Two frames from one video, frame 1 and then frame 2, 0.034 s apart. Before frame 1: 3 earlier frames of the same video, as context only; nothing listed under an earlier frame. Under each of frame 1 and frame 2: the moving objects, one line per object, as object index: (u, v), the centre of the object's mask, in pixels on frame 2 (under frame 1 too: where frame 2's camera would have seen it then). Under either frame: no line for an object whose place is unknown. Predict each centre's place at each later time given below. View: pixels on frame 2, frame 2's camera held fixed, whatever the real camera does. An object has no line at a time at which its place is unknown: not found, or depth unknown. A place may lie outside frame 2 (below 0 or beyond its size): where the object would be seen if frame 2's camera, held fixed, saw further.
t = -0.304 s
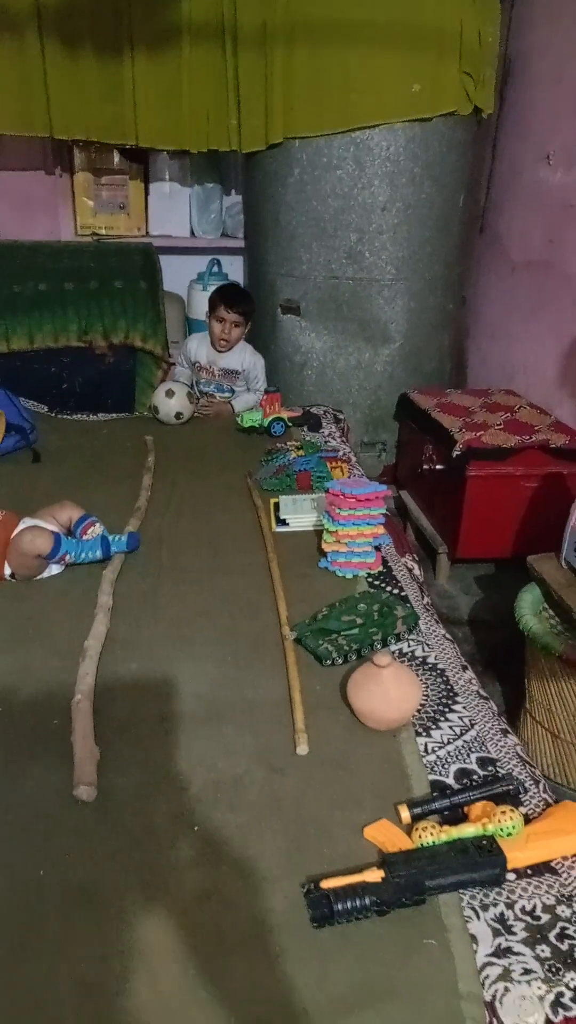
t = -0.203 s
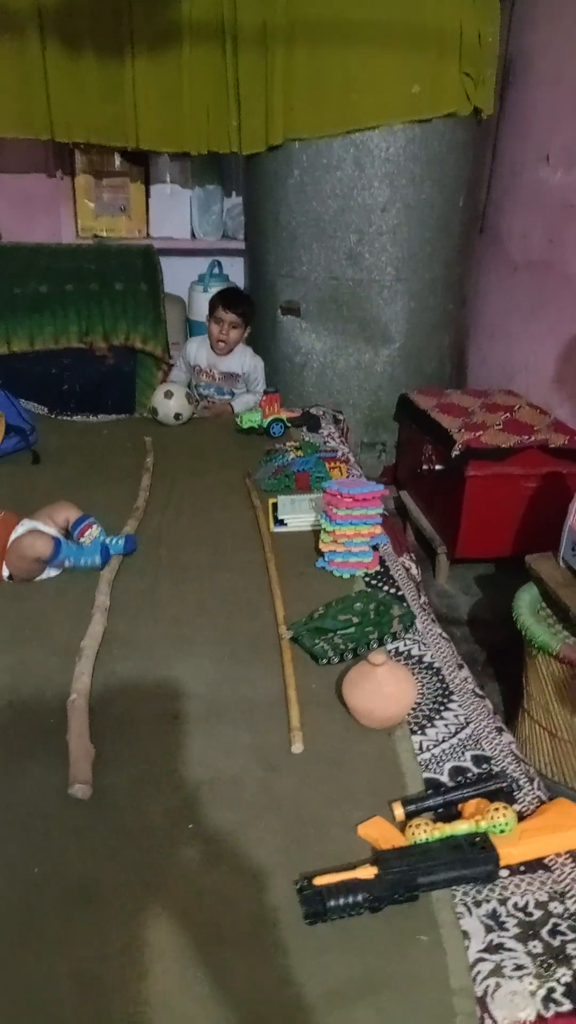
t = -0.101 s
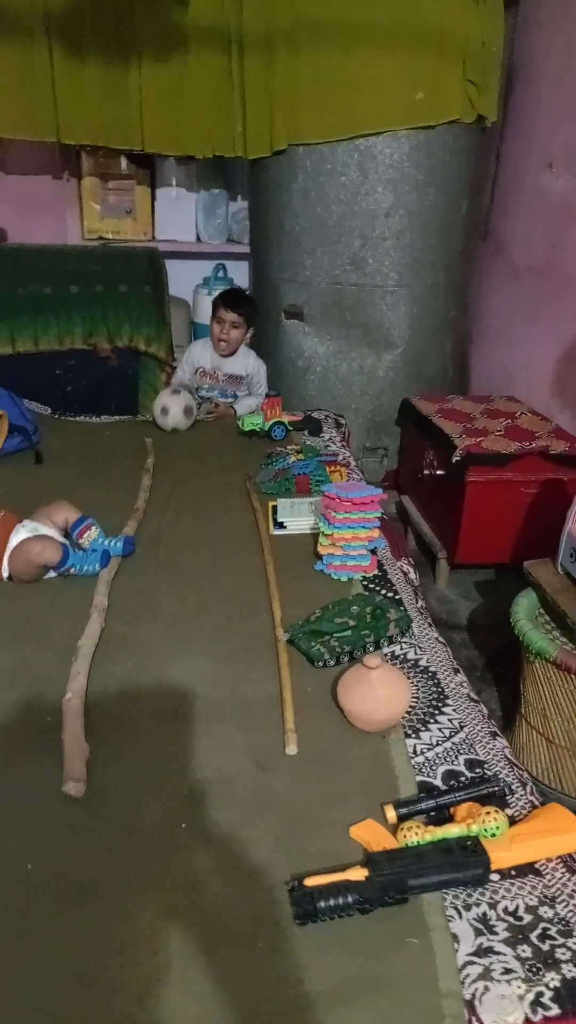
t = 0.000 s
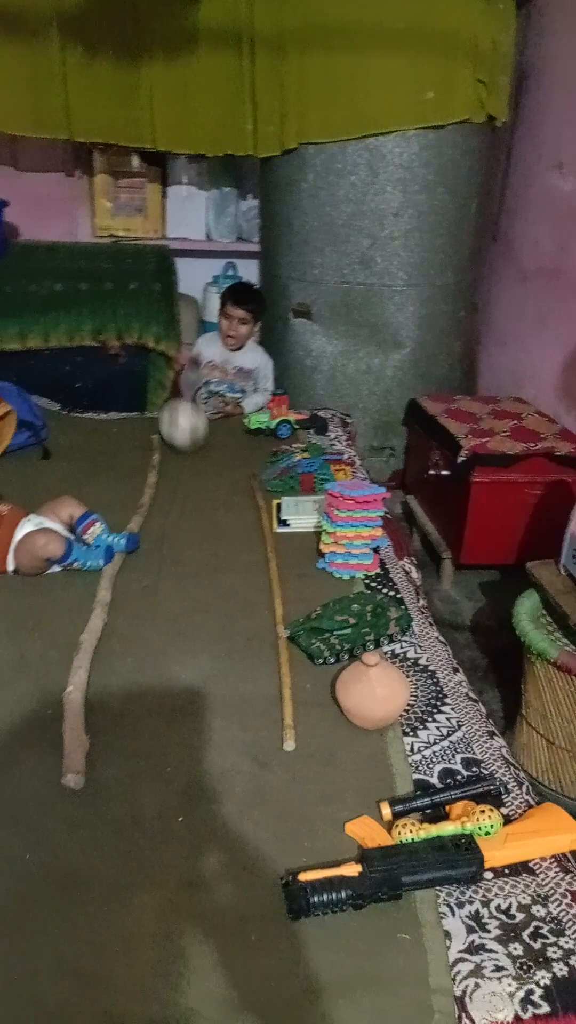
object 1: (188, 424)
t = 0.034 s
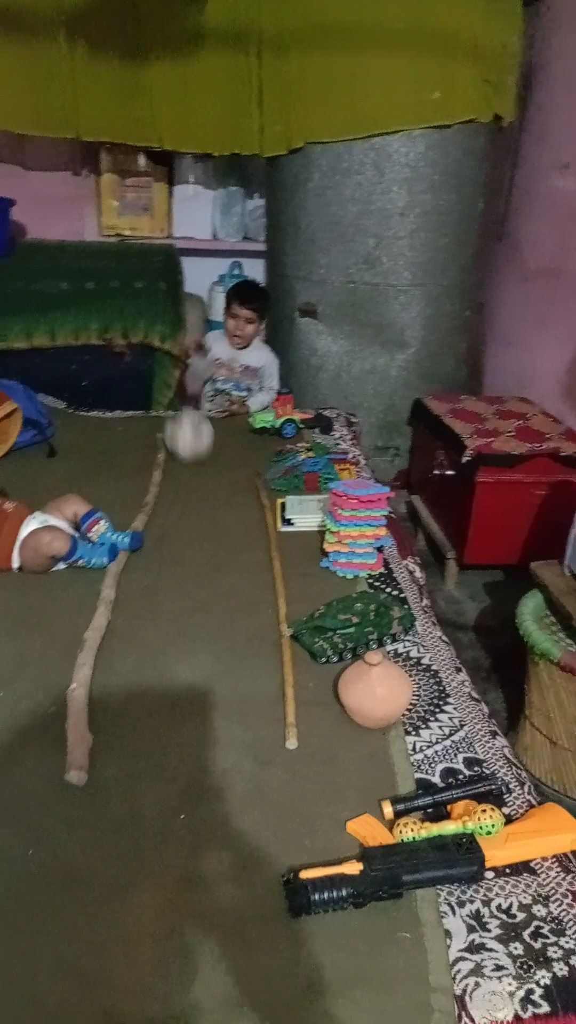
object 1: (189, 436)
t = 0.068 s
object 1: (189, 446)
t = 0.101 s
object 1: (189, 451)
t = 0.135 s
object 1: (188, 458)
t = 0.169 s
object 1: (188, 466)
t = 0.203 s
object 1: (189, 476)
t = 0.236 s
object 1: (189, 487)
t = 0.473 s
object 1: (213, 553)
